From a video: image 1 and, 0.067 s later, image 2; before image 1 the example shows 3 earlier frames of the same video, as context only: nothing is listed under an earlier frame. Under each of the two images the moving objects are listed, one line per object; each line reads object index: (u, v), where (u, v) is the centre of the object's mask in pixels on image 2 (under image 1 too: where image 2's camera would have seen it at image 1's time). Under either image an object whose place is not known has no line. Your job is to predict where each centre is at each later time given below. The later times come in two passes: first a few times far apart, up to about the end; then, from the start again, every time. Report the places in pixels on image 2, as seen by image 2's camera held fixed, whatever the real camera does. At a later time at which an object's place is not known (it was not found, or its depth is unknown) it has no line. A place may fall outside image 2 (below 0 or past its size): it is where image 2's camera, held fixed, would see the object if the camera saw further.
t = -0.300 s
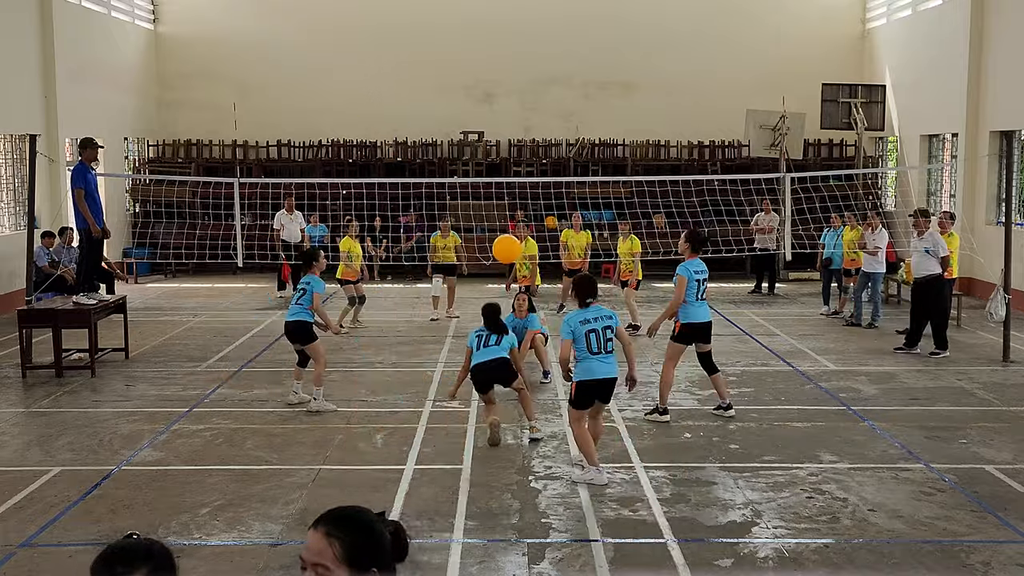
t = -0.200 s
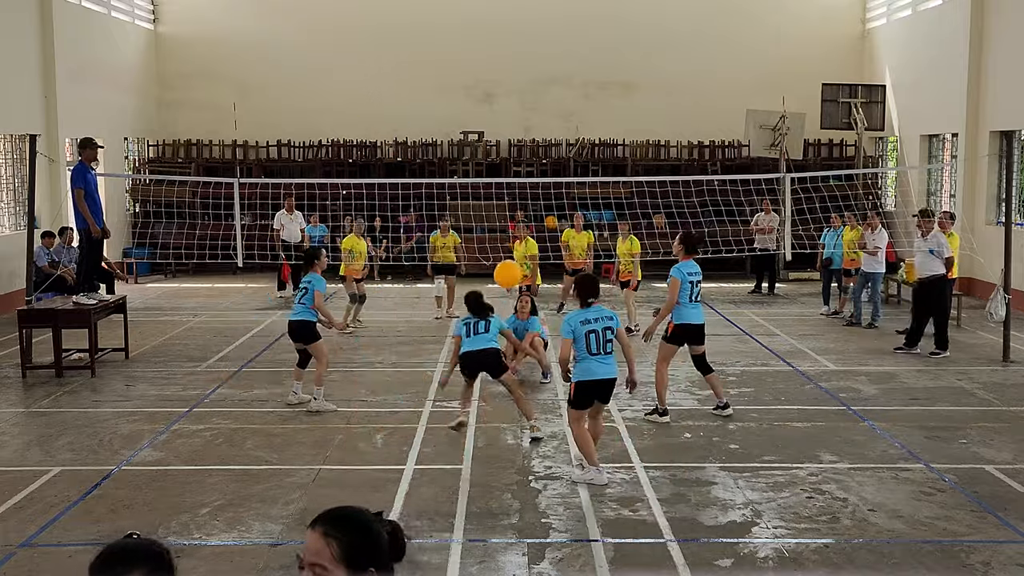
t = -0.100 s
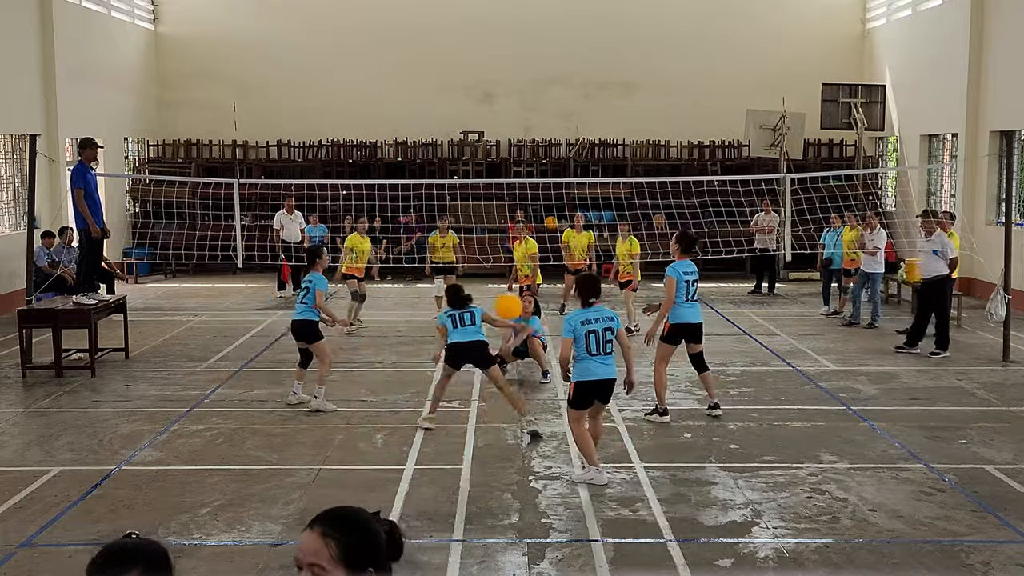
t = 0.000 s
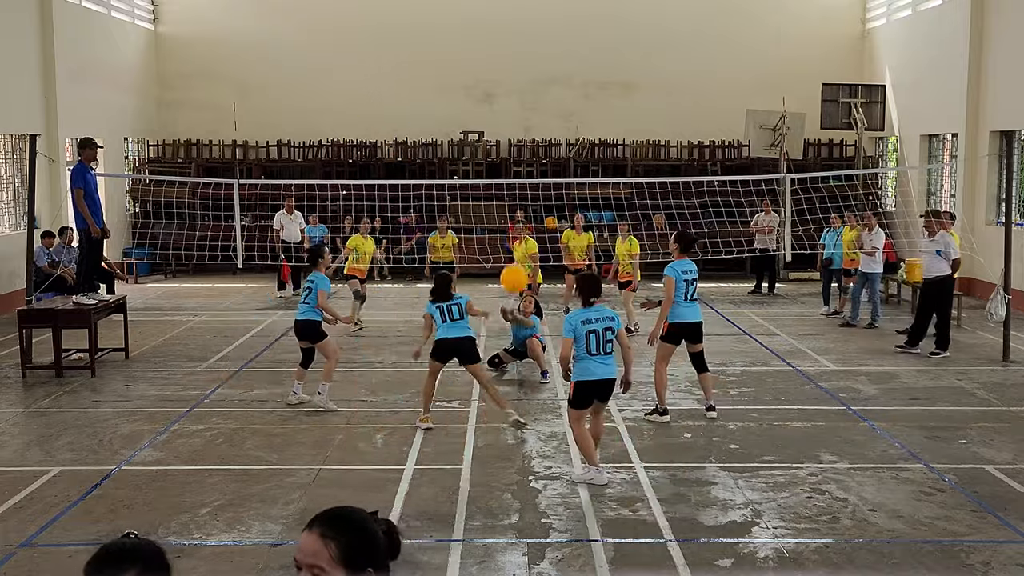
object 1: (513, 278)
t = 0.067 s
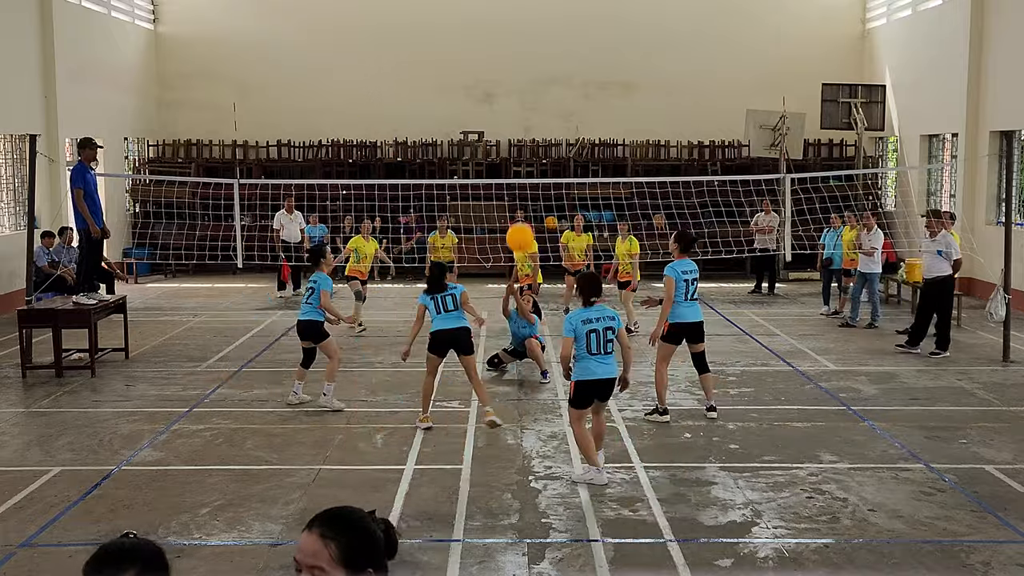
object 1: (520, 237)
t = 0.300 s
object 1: (538, 130)
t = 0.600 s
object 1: (559, 73)
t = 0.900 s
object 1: (582, 112)
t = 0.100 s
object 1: (523, 219)
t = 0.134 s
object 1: (526, 201)
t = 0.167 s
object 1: (529, 184)
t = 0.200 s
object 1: (531, 168)
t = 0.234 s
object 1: (533, 155)
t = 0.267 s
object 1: (535, 142)
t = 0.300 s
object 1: (538, 130)
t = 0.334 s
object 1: (540, 119)
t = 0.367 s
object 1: (542, 109)
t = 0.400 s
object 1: (545, 100)
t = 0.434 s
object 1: (547, 93)
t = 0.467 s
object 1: (549, 86)
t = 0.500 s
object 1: (552, 82)
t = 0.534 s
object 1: (554, 78)
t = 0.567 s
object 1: (557, 75)
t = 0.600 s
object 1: (559, 73)
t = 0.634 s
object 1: (562, 72)
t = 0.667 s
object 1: (565, 73)
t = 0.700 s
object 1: (567, 75)
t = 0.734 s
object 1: (569, 78)
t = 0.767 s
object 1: (572, 83)
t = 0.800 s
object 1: (574, 88)
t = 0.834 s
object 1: (577, 95)
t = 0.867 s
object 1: (580, 103)
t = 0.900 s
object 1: (582, 112)
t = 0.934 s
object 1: (584, 122)
